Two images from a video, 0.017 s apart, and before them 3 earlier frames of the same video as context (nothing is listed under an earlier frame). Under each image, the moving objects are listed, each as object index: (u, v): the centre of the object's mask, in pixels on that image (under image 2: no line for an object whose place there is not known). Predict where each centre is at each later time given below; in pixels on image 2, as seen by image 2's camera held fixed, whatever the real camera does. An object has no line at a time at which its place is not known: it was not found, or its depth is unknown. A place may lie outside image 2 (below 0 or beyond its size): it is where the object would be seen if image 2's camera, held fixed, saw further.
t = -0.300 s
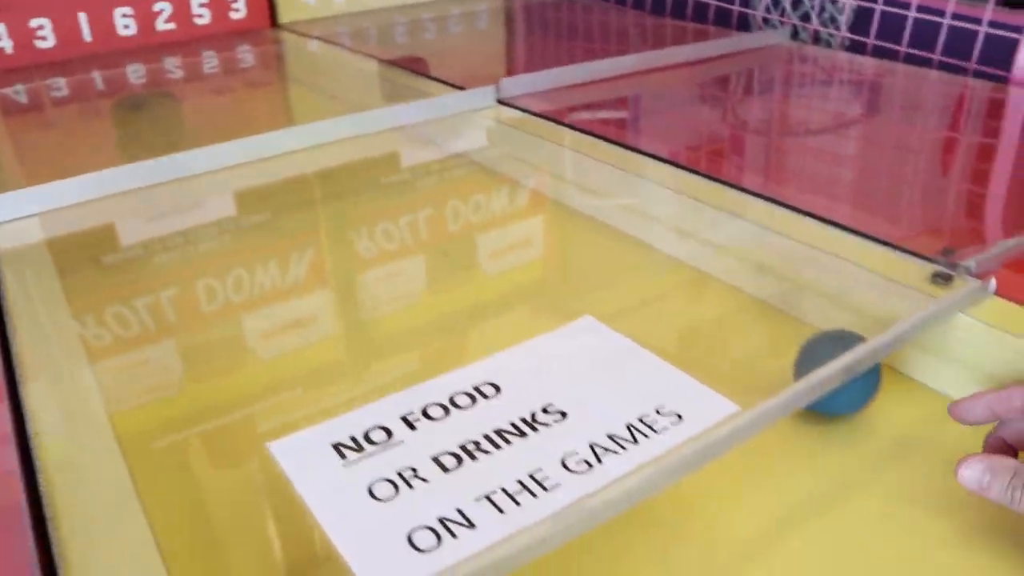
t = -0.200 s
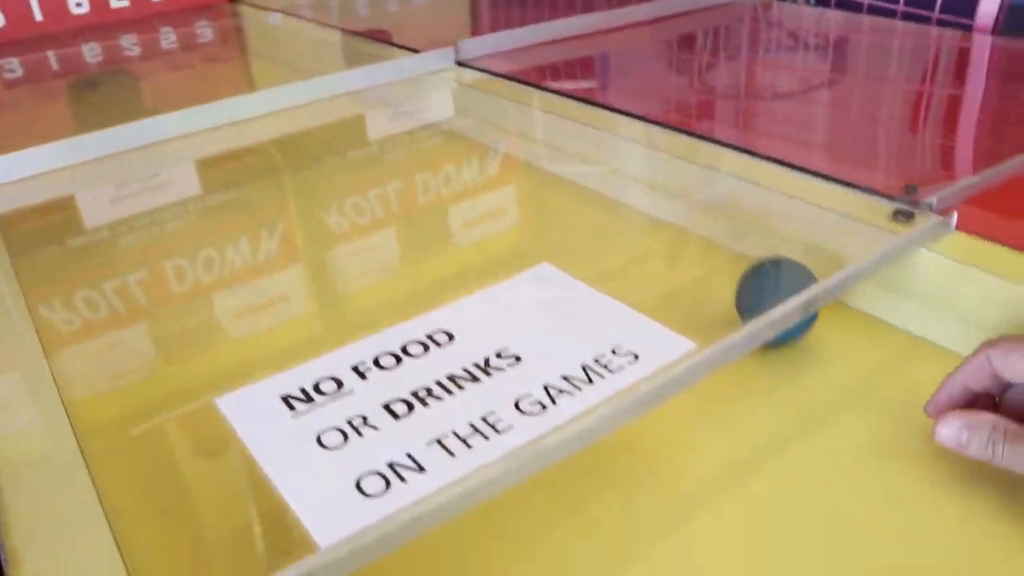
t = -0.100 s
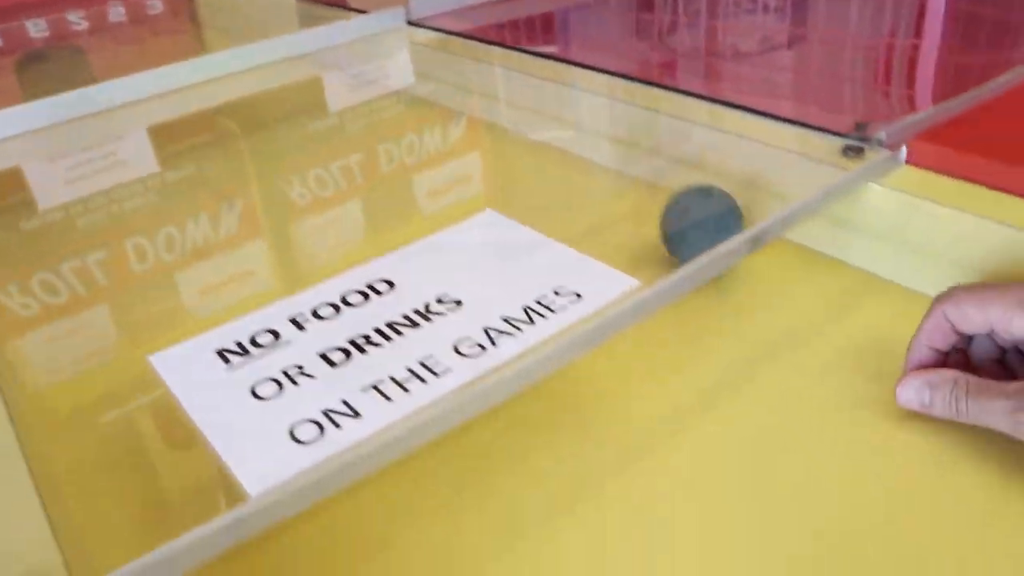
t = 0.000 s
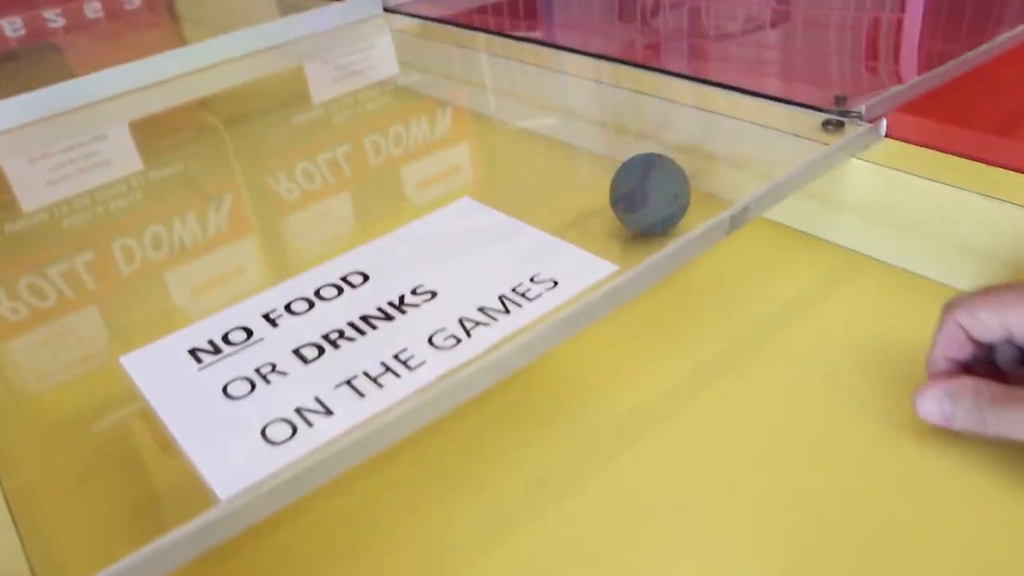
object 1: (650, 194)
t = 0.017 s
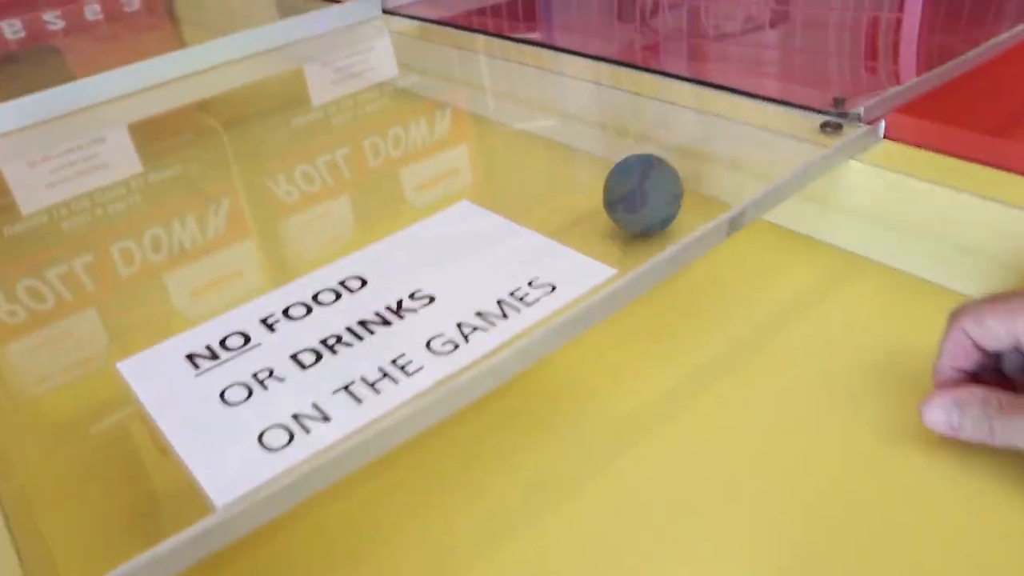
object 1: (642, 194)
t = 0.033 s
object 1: (636, 194)
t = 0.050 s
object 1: (629, 192)
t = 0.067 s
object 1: (623, 191)
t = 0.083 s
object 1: (617, 190)
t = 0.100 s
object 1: (612, 189)
